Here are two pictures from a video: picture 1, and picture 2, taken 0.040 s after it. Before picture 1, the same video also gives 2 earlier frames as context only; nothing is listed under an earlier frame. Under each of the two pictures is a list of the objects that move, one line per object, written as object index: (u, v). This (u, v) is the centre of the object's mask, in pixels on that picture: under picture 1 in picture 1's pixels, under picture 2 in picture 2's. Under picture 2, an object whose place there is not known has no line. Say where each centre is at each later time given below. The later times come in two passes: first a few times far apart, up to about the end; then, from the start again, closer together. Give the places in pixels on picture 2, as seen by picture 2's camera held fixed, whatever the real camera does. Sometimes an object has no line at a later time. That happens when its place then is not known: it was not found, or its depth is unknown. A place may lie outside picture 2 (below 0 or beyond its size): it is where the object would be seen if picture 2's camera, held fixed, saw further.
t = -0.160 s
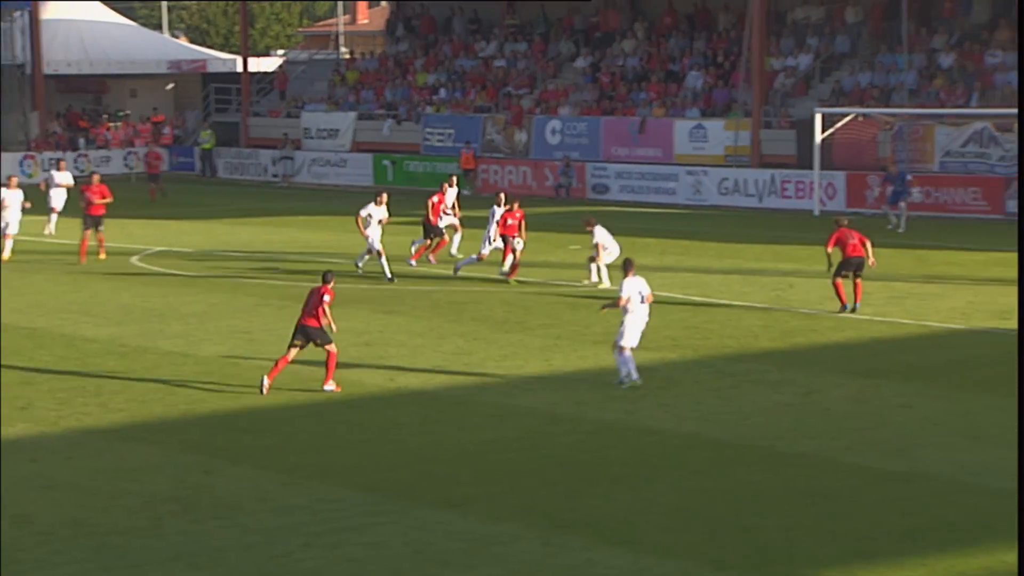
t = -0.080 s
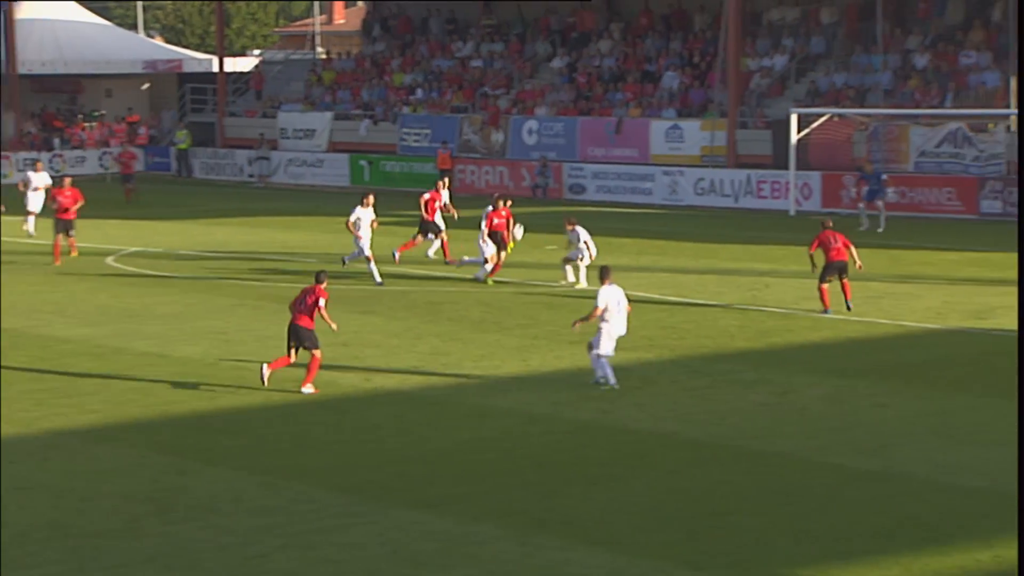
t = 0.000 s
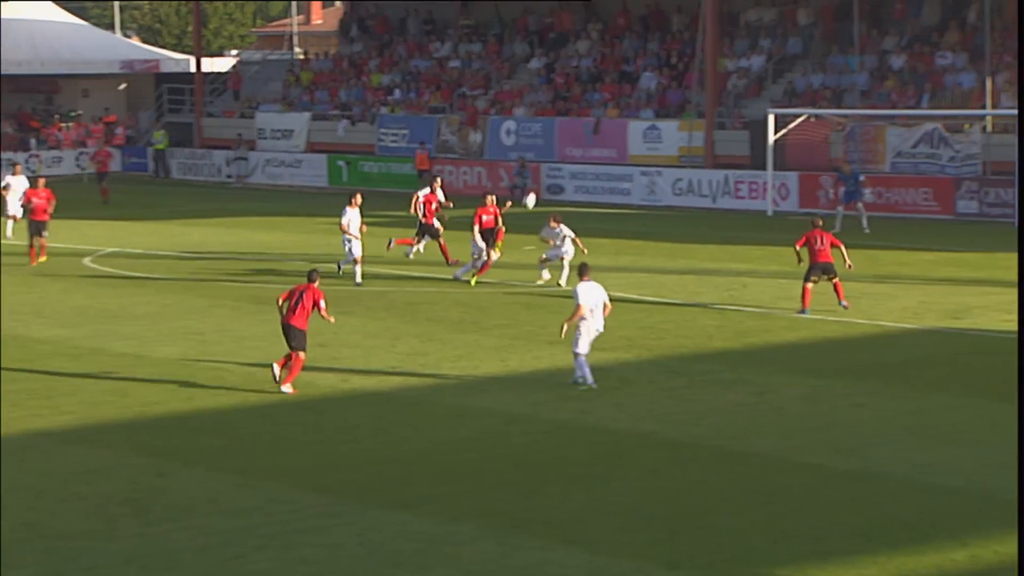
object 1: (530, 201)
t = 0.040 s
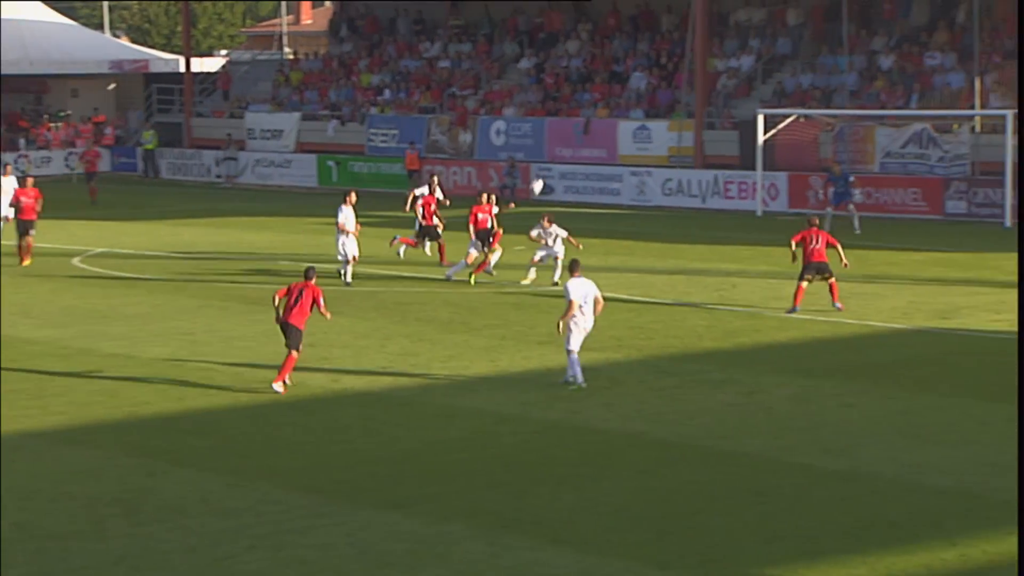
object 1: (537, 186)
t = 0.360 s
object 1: (678, 104)
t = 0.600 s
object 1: (782, 79)
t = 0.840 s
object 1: (888, 88)
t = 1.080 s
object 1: (998, 127)
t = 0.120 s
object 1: (572, 159)
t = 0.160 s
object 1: (590, 148)
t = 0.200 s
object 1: (607, 137)
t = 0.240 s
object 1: (625, 127)
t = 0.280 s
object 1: (643, 118)
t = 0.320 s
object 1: (660, 110)
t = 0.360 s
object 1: (678, 104)
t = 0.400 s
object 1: (695, 97)
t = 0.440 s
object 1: (711, 92)
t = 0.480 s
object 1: (729, 87)
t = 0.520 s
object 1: (747, 83)
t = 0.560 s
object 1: (765, 81)
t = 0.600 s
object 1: (782, 79)
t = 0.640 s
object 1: (800, 78)
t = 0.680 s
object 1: (818, 79)
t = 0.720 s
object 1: (835, 80)
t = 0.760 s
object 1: (853, 81)
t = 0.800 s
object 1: (870, 84)
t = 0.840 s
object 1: (888, 88)
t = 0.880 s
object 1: (905, 93)
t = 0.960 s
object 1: (942, 104)
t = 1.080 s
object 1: (998, 127)
